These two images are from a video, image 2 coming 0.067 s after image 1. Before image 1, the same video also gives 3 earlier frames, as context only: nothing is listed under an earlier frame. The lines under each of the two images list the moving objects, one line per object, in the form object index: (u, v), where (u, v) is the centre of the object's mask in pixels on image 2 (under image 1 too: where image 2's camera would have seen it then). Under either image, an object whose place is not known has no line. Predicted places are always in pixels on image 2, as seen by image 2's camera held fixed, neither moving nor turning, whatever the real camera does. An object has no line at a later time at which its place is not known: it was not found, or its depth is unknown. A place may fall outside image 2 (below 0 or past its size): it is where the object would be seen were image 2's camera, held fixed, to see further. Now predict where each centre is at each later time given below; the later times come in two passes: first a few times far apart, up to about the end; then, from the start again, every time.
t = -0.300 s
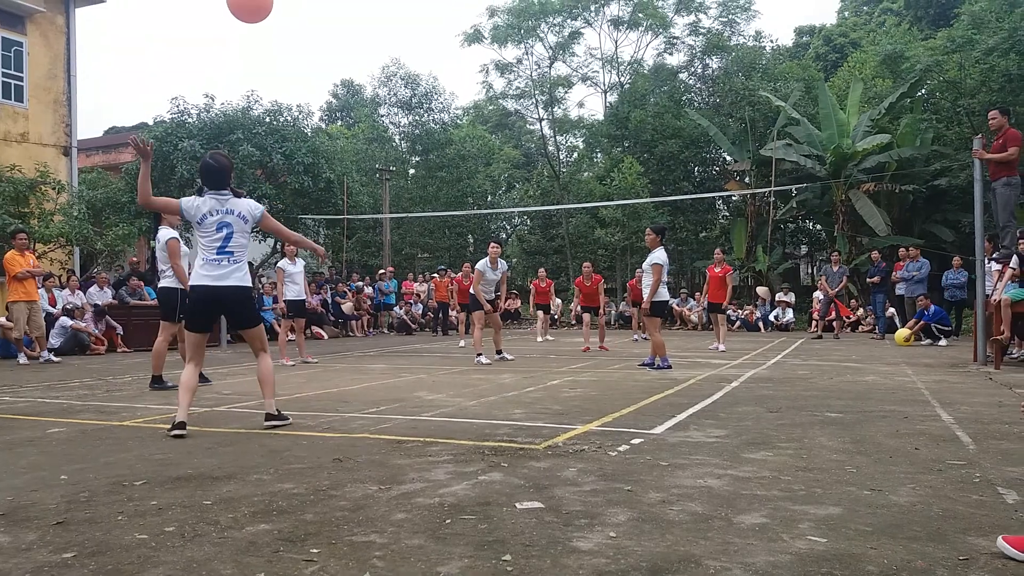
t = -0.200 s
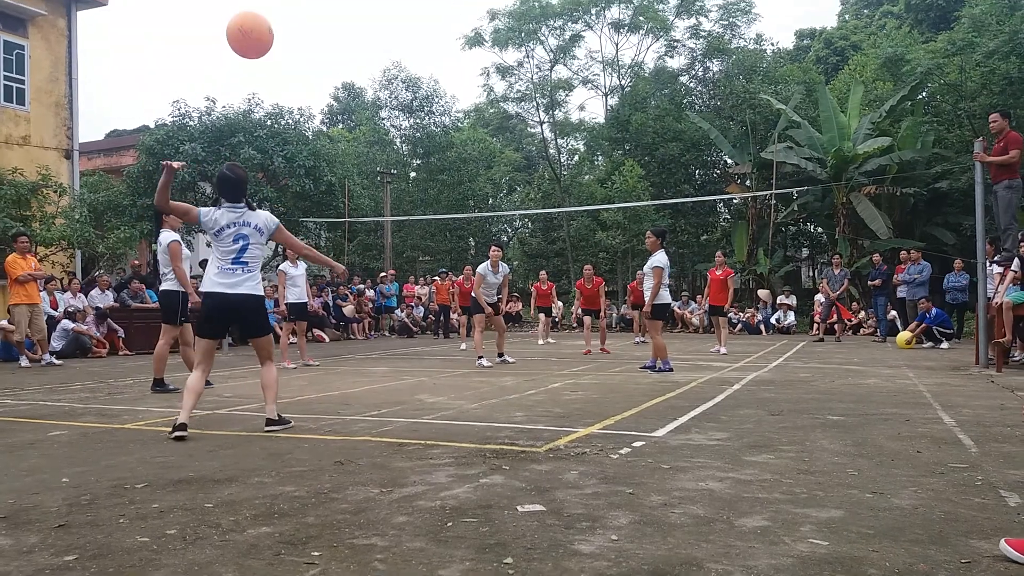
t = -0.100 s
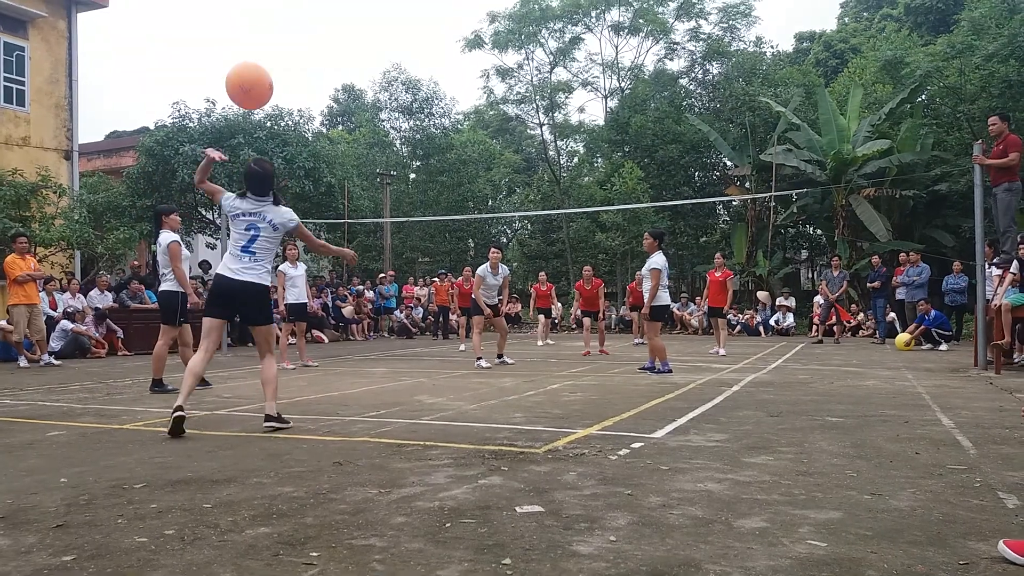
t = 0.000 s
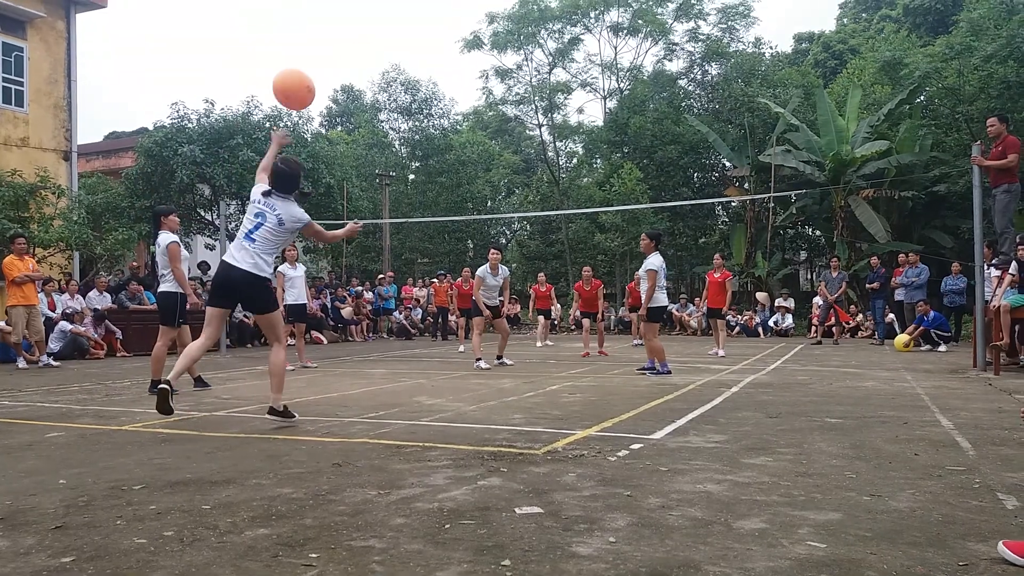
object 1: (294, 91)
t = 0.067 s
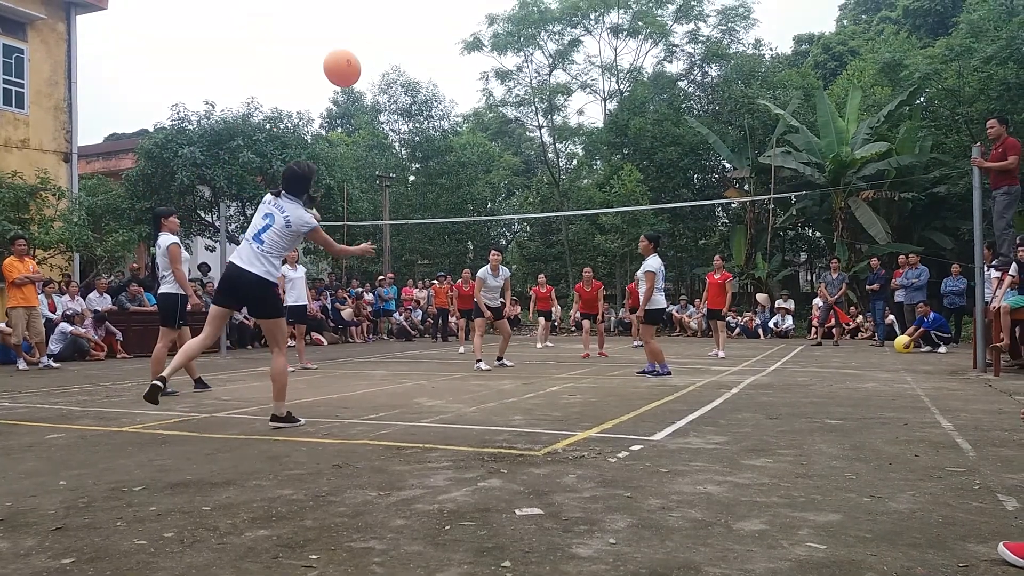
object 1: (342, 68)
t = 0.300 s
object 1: (449, 44)
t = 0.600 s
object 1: (527, 90)
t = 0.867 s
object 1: (568, 166)
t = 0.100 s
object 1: (362, 61)
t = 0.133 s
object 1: (381, 54)
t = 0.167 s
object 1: (398, 49)
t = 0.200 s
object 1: (413, 46)
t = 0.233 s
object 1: (426, 44)
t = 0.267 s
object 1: (438, 43)
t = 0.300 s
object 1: (449, 44)
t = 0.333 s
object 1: (460, 46)
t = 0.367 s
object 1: (471, 49)
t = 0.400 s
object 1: (480, 52)
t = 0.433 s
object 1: (490, 57)
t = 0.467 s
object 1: (498, 62)
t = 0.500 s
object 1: (506, 69)
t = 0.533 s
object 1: (513, 75)
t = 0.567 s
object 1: (520, 83)
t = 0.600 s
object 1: (527, 90)
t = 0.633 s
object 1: (533, 98)
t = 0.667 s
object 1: (539, 107)
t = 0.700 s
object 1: (545, 116)
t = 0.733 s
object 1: (550, 125)
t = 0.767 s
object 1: (555, 135)
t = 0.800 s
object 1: (559, 145)
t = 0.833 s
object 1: (564, 156)
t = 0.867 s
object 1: (568, 166)
